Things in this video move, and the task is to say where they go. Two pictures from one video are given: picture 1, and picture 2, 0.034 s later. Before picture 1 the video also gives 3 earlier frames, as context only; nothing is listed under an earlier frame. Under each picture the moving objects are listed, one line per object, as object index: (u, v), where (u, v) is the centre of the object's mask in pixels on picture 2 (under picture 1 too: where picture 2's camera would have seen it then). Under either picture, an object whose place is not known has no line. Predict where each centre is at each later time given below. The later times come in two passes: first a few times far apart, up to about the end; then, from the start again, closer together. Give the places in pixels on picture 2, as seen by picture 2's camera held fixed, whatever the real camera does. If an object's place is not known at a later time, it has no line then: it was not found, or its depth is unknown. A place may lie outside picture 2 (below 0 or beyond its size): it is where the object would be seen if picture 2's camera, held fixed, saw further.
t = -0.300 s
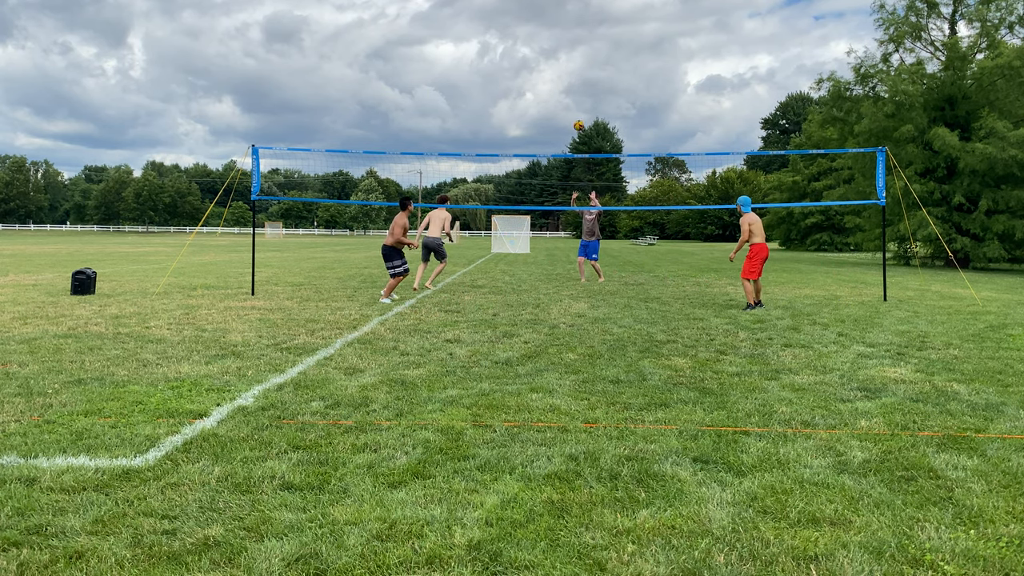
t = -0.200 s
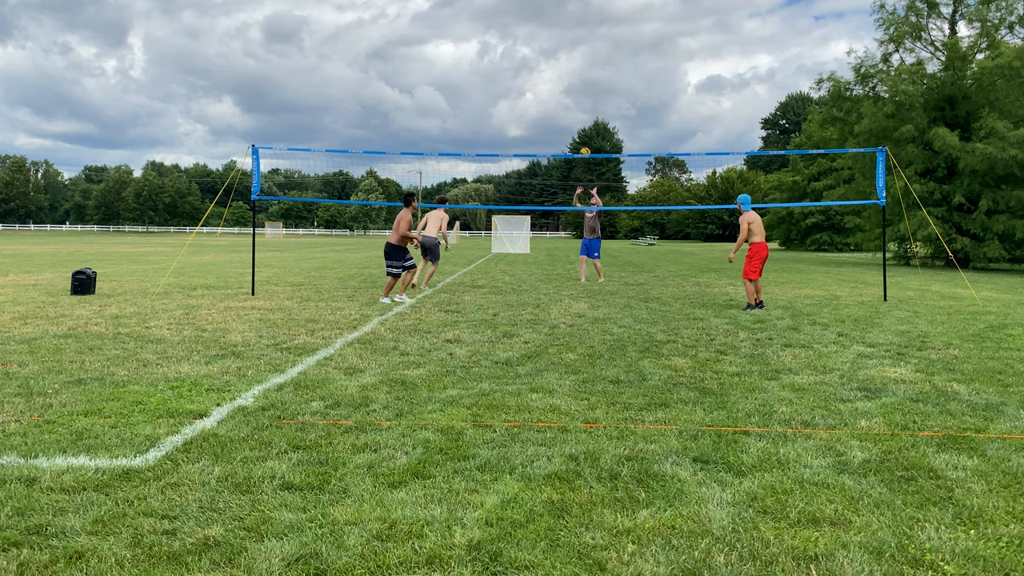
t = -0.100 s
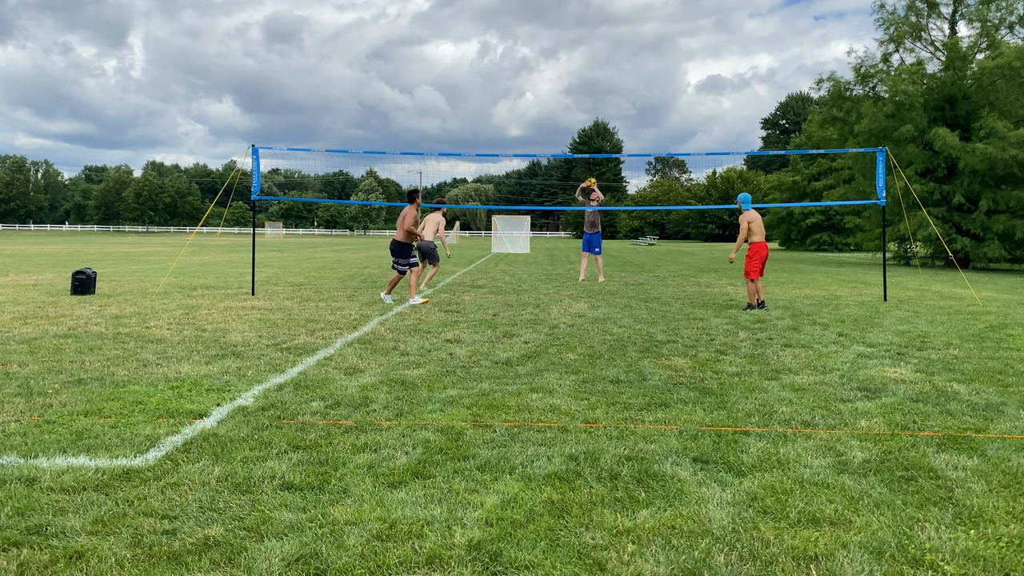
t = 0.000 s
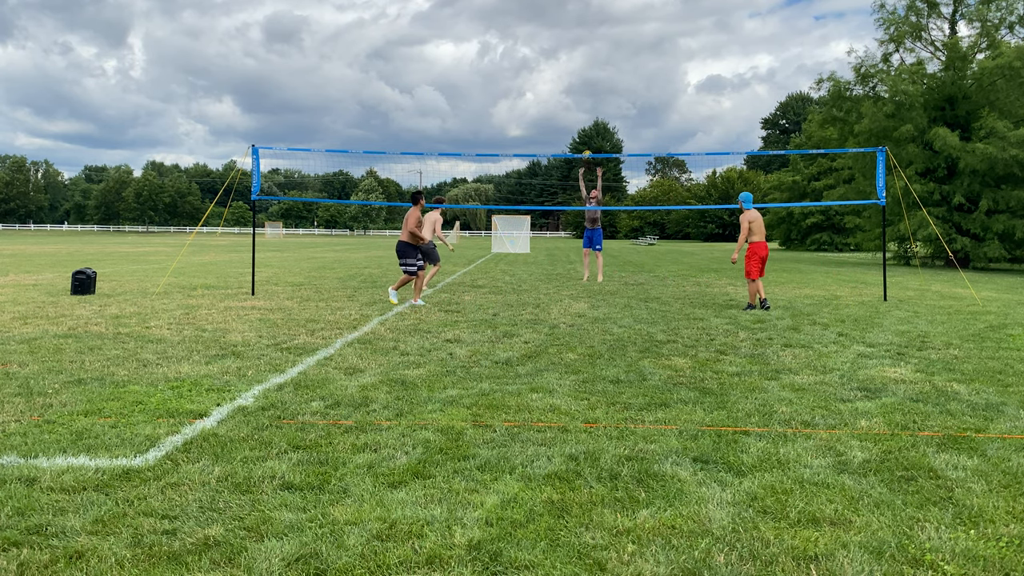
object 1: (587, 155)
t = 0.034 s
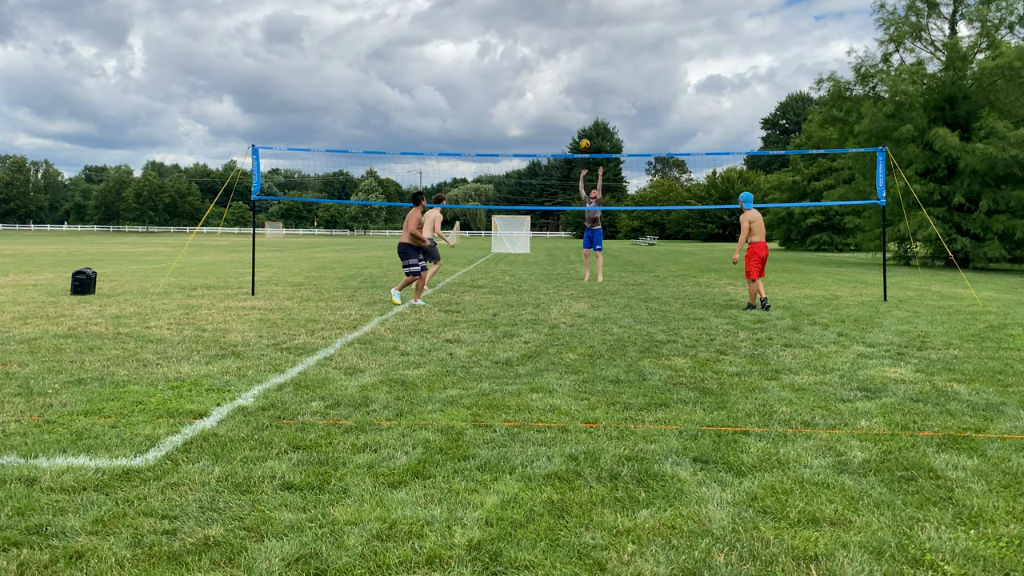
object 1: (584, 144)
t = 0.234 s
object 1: (569, 85)
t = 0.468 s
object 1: (551, 41)
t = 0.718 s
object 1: (532, 23)
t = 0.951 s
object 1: (514, 35)
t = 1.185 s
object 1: (495, 77)
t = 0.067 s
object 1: (582, 133)
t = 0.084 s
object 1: (581, 128)
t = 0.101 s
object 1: (580, 123)
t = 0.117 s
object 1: (578, 118)
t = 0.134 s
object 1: (577, 113)
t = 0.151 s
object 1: (576, 108)
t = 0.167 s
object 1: (575, 103)
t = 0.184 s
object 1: (573, 98)
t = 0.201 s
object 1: (572, 94)
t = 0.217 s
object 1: (571, 90)
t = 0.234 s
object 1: (569, 85)
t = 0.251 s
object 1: (568, 82)
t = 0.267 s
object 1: (567, 78)
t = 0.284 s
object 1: (566, 74)
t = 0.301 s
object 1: (564, 70)
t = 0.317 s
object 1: (563, 67)
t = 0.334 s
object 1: (562, 63)
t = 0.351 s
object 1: (561, 60)
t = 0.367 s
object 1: (559, 57)
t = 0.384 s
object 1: (558, 54)
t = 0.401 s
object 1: (556, 51)
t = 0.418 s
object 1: (555, 49)
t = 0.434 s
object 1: (554, 46)
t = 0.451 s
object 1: (553, 44)
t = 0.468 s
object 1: (551, 41)
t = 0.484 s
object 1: (550, 39)
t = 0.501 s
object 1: (549, 37)
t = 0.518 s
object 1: (547, 35)
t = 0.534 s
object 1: (546, 33)
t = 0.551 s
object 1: (545, 31)
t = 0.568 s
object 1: (544, 30)
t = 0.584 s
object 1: (542, 29)
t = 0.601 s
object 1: (541, 28)
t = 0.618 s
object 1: (540, 27)
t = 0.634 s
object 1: (539, 25)
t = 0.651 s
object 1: (537, 25)
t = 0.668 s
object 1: (536, 24)
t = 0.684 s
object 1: (535, 24)
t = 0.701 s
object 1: (533, 23)
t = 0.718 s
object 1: (532, 23)
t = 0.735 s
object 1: (531, 23)
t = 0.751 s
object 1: (530, 23)
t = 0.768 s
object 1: (528, 23)
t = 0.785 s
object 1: (527, 24)
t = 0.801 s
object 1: (526, 24)
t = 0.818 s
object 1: (524, 25)
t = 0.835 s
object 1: (523, 25)
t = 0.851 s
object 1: (522, 26)
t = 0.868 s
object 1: (520, 28)
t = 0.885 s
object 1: (519, 29)
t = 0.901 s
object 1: (518, 30)
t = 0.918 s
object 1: (516, 32)
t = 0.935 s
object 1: (515, 33)
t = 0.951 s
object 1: (514, 35)
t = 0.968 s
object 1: (512, 37)
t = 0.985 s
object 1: (511, 39)
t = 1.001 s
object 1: (510, 42)
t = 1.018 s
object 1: (508, 44)
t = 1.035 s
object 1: (507, 47)
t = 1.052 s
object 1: (506, 50)
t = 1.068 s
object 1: (504, 53)
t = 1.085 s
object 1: (503, 56)
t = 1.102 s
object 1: (502, 59)
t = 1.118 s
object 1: (500, 62)
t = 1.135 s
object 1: (499, 66)
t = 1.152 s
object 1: (498, 69)
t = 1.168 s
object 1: (496, 73)
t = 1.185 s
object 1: (495, 77)
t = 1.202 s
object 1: (494, 81)
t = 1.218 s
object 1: (492, 86)
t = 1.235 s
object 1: (491, 90)
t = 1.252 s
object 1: (490, 94)
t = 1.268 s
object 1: (489, 99)
